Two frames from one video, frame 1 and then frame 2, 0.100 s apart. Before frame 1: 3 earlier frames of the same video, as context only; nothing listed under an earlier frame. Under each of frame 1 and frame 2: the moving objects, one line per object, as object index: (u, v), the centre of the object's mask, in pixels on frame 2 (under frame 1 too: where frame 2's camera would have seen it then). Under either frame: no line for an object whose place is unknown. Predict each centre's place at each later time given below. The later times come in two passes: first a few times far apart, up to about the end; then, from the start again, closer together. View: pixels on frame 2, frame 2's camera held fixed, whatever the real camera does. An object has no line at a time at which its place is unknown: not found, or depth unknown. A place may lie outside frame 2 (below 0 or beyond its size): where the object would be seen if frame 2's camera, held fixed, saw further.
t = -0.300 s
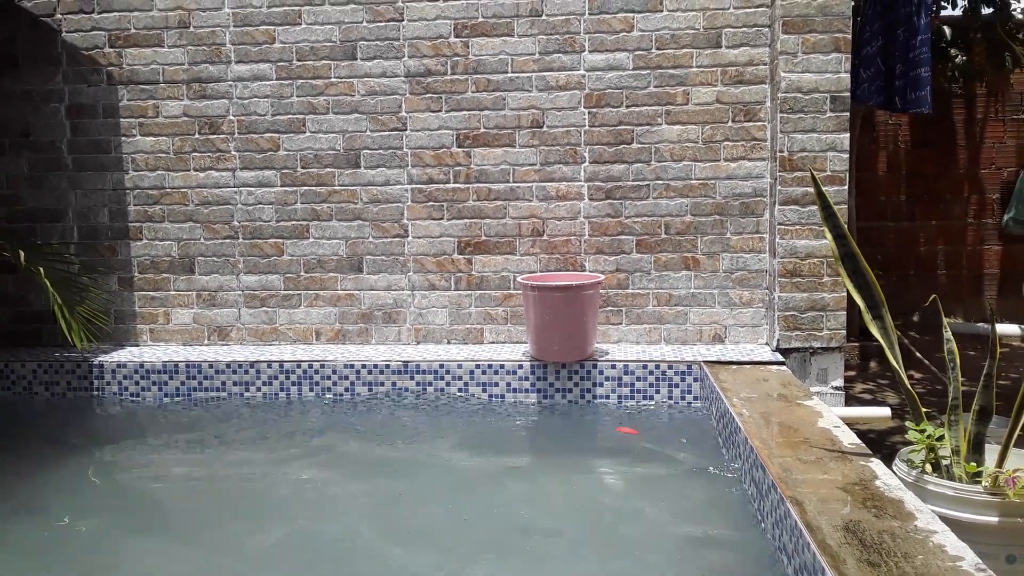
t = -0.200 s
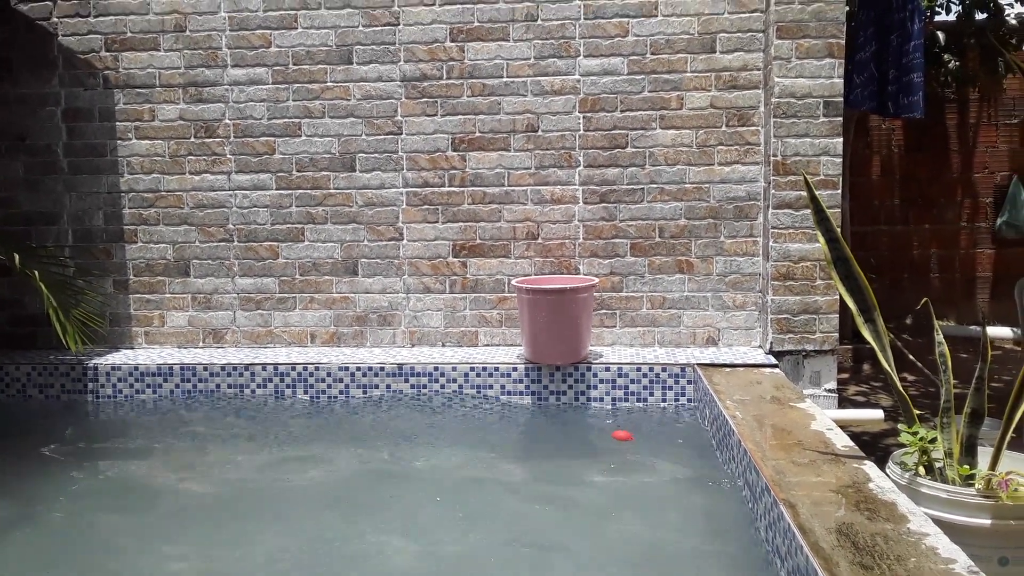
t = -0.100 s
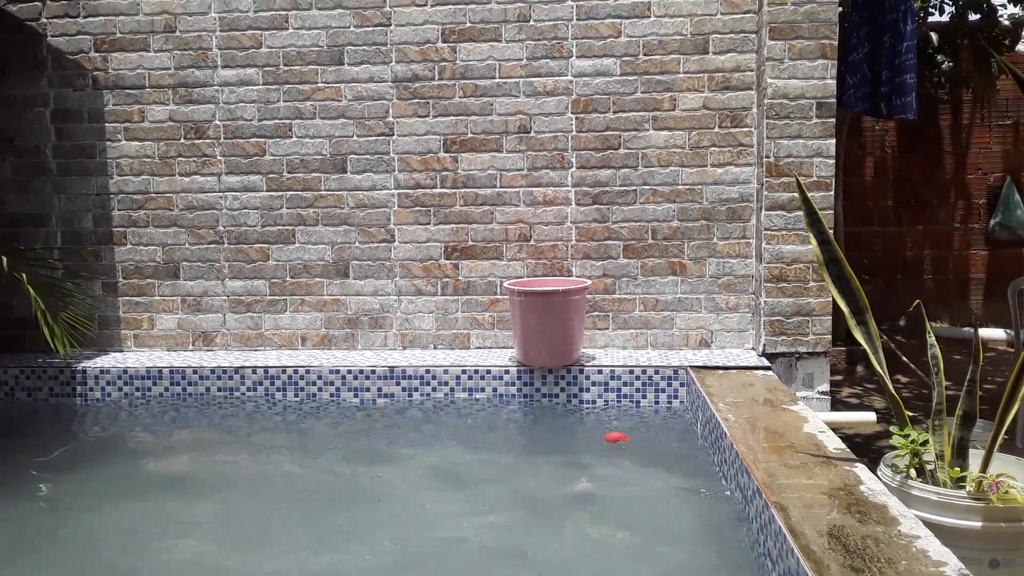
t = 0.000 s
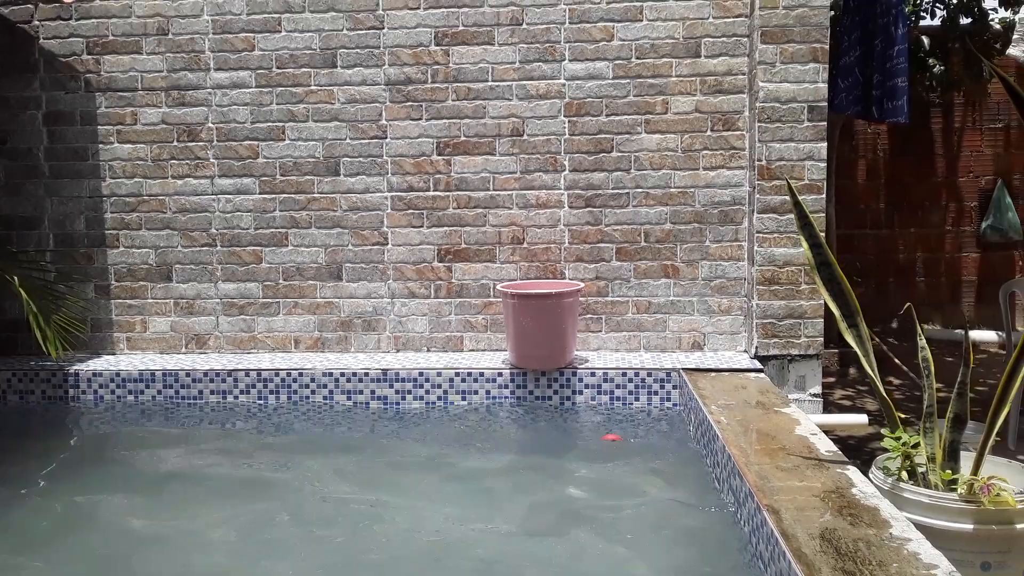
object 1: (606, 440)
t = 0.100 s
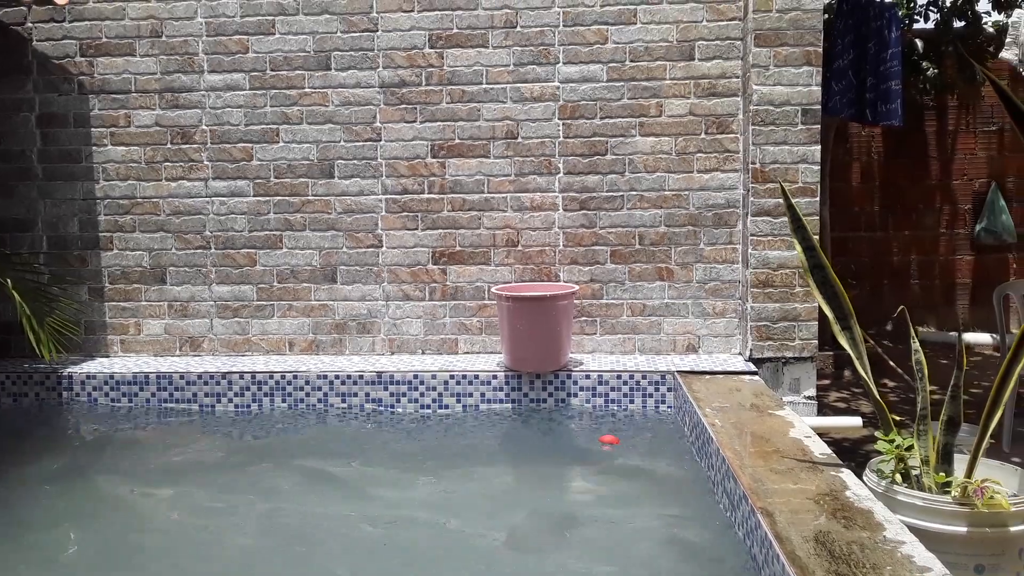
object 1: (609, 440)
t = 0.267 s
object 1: (613, 432)
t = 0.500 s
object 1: (619, 434)
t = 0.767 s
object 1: (622, 437)
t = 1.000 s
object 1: (626, 434)
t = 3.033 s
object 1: (651, 446)
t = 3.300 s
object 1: (655, 447)
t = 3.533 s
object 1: (654, 447)
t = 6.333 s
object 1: (671, 443)
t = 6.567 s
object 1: (673, 442)
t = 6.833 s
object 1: (675, 439)
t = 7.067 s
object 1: (675, 439)
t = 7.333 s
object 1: (675, 448)
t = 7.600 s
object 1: (677, 443)
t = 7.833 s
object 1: (677, 455)
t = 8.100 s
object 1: (679, 440)
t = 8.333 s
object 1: (680, 438)
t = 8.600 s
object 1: (679, 444)
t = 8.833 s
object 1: (680, 436)
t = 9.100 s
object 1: (676, 449)
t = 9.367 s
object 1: (674, 454)
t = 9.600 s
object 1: (673, 449)
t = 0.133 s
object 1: (610, 438)
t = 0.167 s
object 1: (610, 437)
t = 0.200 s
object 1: (611, 436)
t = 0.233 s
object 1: (612, 434)
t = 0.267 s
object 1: (613, 432)
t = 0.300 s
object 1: (614, 431)
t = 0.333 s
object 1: (616, 430)
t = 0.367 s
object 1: (617, 429)
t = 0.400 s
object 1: (617, 430)
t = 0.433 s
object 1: (618, 430)
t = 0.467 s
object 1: (618, 432)
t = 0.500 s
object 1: (619, 434)
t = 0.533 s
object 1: (620, 436)
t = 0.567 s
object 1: (620, 437)
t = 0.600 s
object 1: (621, 438)
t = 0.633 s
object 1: (621, 439)
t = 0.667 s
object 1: (620, 439)
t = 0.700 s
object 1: (621, 438)
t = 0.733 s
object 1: (622, 437)
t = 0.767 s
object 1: (622, 437)
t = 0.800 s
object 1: (622, 436)
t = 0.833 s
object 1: (622, 437)
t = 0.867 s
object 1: (623, 437)
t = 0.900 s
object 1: (623, 436)
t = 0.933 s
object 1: (624, 435)
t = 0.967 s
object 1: (625, 435)
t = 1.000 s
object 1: (626, 434)
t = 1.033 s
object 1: (628, 434)
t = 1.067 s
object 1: (629, 434)
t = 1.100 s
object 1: (631, 434)
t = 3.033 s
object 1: (651, 446)
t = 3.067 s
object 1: (652, 446)
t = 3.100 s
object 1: (652, 447)
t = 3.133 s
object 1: (652, 447)
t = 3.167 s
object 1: (654, 447)
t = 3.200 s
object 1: (654, 447)
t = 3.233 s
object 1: (653, 446)
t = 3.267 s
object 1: (654, 447)
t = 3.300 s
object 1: (655, 447)
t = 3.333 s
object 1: (656, 447)
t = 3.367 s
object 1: (655, 448)
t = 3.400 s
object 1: (655, 447)
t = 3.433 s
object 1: (654, 447)
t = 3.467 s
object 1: (654, 448)
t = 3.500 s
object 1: (654, 447)
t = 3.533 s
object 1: (654, 447)
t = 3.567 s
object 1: (655, 446)
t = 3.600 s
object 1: (655, 445)
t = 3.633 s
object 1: (656, 443)
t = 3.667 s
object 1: (658, 441)
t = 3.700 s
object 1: (658, 439)
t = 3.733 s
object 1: (659, 437)
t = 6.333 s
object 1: (671, 443)
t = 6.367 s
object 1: (673, 443)
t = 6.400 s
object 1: (673, 443)
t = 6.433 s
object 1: (674, 442)
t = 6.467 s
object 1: (674, 442)
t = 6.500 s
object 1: (674, 442)
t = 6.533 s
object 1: (673, 442)
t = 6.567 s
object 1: (673, 442)
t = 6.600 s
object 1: (673, 441)
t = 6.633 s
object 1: (673, 441)
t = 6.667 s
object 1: (673, 441)
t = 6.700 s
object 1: (673, 441)
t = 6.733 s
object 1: (674, 440)
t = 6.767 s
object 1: (674, 440)
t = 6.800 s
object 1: (674, 439)
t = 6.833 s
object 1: (675, 439)
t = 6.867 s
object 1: (675, 439)
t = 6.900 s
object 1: (676, 439)
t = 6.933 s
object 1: (676, 438)
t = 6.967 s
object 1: (675, 439)
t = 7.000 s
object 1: (675, 439)
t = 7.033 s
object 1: (675, 439)
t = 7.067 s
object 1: (675, 439)
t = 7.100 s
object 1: (675, 440)
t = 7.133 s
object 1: (675, 442)
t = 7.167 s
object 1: (675, 443)
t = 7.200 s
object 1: (675, 445)
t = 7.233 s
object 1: (675, 446)
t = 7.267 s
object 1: (675, 447)
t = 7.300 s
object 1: (675, 449)
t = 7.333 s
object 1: (675, 448)
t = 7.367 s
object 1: (676, 447)
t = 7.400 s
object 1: (676, 446)
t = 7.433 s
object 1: (677, 445)
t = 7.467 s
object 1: (677, 443)
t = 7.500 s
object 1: (677, 442)
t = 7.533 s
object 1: (677, 442)
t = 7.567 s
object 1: (677, 442)
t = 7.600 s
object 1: (677, 443)
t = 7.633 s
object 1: (678, 444)
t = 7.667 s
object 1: (678, 449)
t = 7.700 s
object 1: (678, 451)
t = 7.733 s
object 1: (678, 453)
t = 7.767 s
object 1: (677, 454)
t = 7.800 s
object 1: (677, 455)
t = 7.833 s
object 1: (677, 455)
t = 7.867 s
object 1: (677, 453)
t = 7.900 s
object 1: (678, 452)
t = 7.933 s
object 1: (678, 450)
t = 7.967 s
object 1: (679, 447)
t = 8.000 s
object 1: (679, 445)
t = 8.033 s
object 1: (679, 443)
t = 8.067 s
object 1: (679, 441)
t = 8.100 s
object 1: (679, 440)
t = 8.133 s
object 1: (680, 438)
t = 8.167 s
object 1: (680, 438)
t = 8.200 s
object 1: (680, 438)
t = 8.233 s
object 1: (680, 438)
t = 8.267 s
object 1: (680, 437)
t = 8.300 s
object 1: (680, 438)
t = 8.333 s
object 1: (680, 438)
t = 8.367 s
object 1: (680, 438)
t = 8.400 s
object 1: (679, 439)
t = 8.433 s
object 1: (679, 440)
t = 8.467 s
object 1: (679, 442)
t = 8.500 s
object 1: (679, 443)
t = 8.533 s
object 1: (679, 444)
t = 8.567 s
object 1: (679, 444)
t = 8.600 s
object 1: (679, 444)
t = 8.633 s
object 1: (679, 444)
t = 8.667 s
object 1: (679, 443)
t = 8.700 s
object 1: (680, 442)
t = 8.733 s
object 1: (680, 440)
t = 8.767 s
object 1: (680, 438)
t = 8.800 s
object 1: (680, 437)
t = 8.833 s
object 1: (680, 436)
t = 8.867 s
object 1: (679, 435)
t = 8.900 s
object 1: (679, 435)
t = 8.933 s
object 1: (678, 436)
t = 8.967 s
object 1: (678, 437)
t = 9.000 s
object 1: (677, 440)
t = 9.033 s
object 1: (677, 443)
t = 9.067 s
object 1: (677, 446)
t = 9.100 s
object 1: (676, 449)
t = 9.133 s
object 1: (675, 452)
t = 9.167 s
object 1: (675, 453)
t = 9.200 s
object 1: (675, 454)
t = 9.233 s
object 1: (676, 455)
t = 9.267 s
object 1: (675, 455)
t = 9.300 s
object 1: (675, 455)
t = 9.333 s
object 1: (674, 455)
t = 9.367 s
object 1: (674, 454)
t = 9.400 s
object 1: (673, 453)
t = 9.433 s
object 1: (673, 452)
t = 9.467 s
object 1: (673, 451)
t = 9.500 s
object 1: (673, 451)
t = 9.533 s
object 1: (673, 450)
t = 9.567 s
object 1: (674, 450)
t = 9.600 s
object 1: (673, 449)
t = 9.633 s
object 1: (673, 449)
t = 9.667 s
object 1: (673, 448)
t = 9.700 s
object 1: (672, 448)
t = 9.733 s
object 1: (671, 448)
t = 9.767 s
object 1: (671, 449)
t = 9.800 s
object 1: (671, 449)
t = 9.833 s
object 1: (671, 449)
